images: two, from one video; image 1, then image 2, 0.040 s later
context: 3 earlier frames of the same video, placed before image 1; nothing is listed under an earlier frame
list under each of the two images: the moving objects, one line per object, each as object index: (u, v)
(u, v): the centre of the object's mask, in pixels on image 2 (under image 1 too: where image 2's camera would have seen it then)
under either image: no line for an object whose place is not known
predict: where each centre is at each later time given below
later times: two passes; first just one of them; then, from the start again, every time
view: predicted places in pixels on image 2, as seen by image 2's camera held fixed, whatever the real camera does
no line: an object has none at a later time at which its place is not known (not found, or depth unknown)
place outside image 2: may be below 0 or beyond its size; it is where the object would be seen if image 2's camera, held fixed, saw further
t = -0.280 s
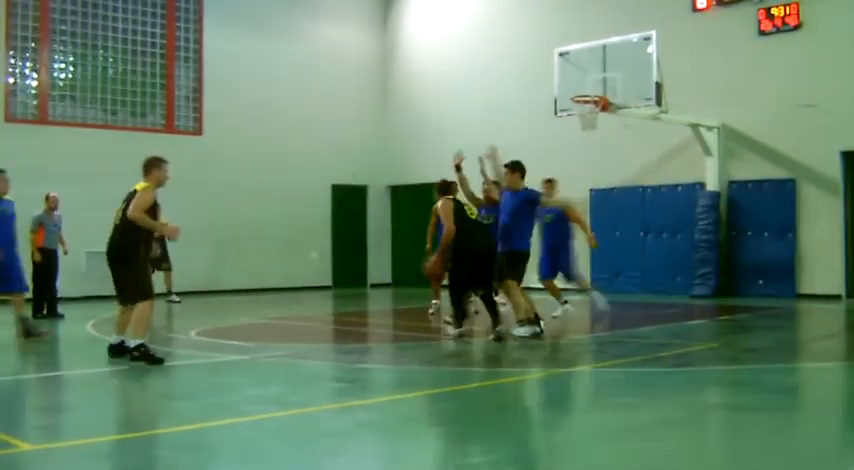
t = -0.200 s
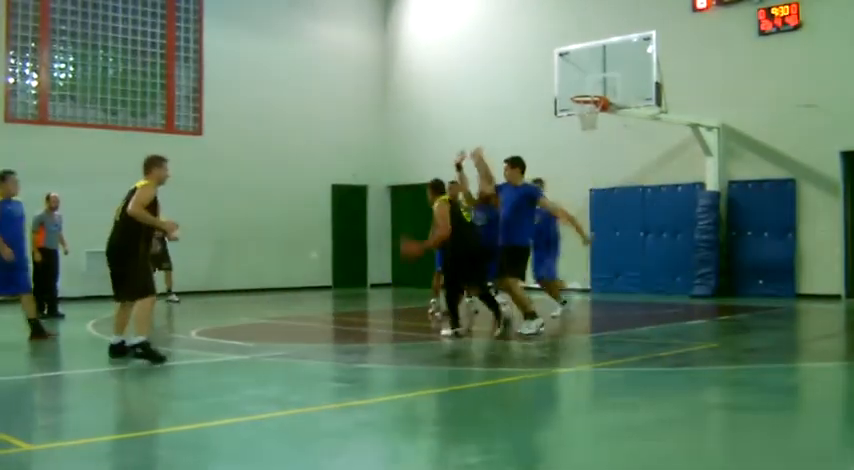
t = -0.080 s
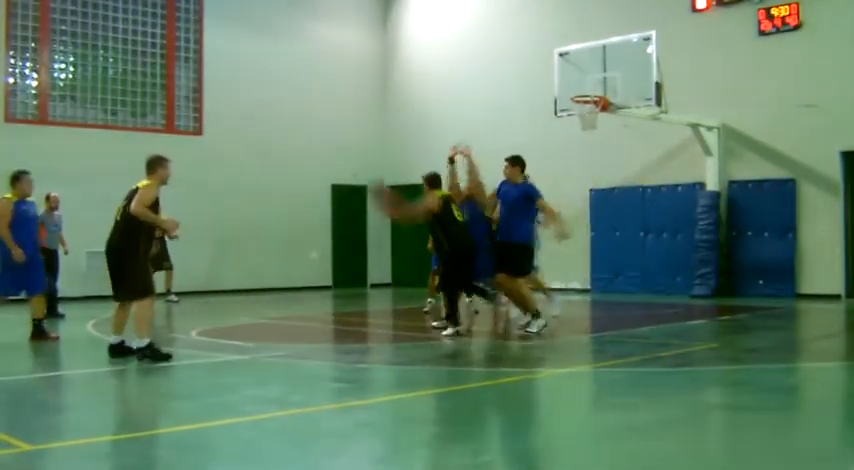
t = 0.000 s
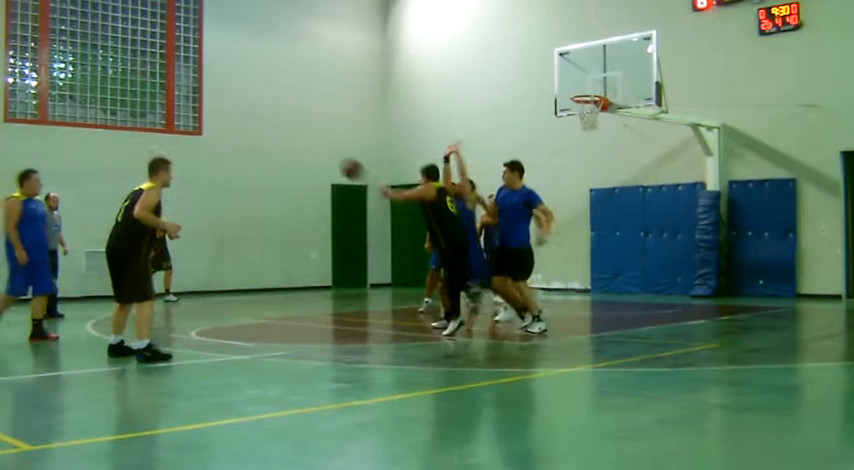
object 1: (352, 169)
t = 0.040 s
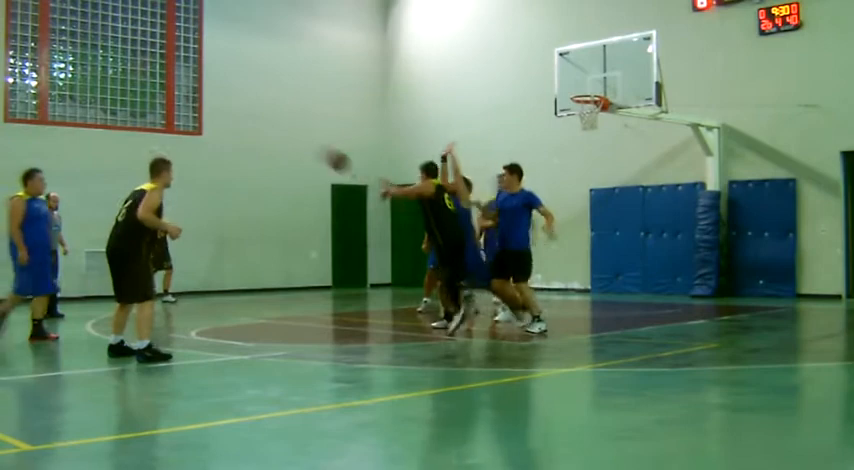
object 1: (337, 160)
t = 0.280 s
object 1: (261, 133)
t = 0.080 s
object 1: (321, 151)
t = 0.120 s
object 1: (309, 145)
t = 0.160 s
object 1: (295, 140)
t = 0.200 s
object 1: (283, 136)
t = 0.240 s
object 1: (272, 134)
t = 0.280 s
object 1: (261, 133)
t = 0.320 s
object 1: (250, 133)
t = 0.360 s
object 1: (240, 133)
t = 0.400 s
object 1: (230, 135)
